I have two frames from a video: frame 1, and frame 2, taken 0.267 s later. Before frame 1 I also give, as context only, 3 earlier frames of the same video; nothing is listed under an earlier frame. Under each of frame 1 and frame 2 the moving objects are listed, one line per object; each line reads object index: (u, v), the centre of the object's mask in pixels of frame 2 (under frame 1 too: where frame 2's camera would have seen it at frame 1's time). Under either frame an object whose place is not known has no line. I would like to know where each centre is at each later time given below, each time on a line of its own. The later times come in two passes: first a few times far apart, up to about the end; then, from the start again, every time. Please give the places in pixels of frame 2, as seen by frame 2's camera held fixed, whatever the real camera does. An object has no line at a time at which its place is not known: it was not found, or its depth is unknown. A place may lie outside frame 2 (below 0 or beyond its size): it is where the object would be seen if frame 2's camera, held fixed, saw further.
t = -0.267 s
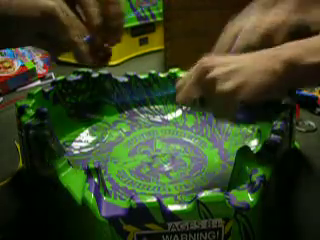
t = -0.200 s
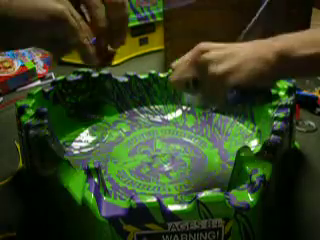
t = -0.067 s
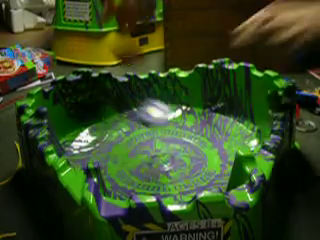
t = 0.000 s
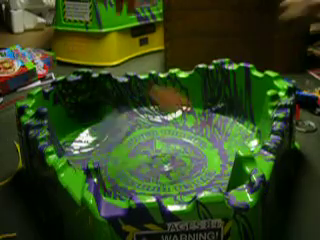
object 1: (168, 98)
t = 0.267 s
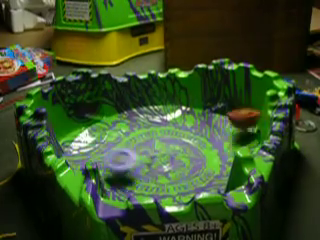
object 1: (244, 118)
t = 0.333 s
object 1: (237, 126)
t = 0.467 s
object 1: (226, 141)
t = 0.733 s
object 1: (226, 163)
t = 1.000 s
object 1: (176, 166)
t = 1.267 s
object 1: (162, 135)
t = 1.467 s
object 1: (146, 121)
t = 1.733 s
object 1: (170, 111)
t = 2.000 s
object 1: (156, 136)
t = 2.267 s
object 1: (110, 142)
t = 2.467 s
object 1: (102, 130)
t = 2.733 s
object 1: (135, 137)
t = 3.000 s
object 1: (130, 163)
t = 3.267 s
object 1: (101, 167)
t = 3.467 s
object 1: (105, 156)
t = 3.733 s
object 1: (152, 142)
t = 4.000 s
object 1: (187, 140)
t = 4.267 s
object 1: (204, 155)
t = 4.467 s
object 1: (176, 163)
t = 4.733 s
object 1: (164, 152)
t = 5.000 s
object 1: (167, 135)
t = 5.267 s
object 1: (191, 133)
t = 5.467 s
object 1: (184, 142)
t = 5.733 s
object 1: (173, 138)
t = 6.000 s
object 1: (216, 158)
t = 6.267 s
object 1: (132, 172)
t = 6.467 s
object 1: (94, 142)
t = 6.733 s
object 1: (133, 108)
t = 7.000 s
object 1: (162, 137)
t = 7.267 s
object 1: (102, 170)
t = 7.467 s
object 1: (119, 143)
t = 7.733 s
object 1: (150, 105)
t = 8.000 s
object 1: (125, 147)
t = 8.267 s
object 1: (77, 159)
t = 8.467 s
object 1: (84, 159)
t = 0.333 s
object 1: (237, 126)
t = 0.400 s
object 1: (232, 132)
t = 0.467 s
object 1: (226, 141)
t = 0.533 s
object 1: (224, 148)
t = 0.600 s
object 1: (231, 149)
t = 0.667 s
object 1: (235, 152)
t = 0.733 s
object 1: (226, 163)
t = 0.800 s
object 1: (220, 172)
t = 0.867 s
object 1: (207, 176)
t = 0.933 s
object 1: (189, 174)
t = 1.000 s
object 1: (176, 166)
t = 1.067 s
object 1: (172, 155)
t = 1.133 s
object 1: (174, 143)
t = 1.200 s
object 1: (170, 137)
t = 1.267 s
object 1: (162, 135)
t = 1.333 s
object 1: (159, 131)
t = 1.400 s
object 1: (153, 126)
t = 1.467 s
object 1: (146, 121)
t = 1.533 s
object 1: (144, 115)
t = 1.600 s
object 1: (148, 110)
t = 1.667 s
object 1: (157, 108)
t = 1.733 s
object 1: (170, 111)
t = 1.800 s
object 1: (175, 116)
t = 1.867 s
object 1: (174, 123)
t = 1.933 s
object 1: (166, 130)
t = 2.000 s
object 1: (156, 136)
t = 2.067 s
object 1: (144, 140)
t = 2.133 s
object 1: (133, 141)
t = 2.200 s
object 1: (120, 141)
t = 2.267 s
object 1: (110, 142)
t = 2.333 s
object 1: (101, 139)
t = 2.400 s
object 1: (98, 134)
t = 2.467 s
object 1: (102, 130)
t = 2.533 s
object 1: (111, 127)
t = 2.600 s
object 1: (122, 127)
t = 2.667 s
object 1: (130, 132)
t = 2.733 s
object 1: (135, 137)
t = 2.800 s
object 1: (139, 145)
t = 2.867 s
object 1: (140, 151)
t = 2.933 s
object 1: (136, 157)
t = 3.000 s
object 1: (130, 163)
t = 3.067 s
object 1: (123, 168)
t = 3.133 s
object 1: (115, 171)
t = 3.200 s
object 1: (110, 170)
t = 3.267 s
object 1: (101, 167)
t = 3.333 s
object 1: (94, 161)
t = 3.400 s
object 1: (97, 158)
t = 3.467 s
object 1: (105, 156)
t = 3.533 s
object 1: (118, 153)
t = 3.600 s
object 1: (132, 153)
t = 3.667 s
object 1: (142, 148)
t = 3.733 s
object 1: (152, 142)
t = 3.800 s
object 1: (159, 140)
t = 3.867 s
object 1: (168, 139)
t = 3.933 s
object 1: (177, 139)
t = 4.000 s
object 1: (187, 140)
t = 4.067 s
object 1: (196, 142)
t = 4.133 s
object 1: (202, 145)
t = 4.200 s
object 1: (205, 150)
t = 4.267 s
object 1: (204, 155)
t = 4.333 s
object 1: (198, 160)
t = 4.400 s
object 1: (187, 163)
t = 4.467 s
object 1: (176, 163)
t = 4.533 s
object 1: (169, 161)
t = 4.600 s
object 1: (163, 158)
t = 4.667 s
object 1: (160, 154)
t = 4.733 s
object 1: (164, 152)
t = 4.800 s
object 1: (166, 148)
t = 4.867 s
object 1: (166, 144)
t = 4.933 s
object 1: (165, 139)
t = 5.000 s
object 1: (167, 135)
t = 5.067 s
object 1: (173, 133)
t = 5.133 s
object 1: (180, 131)
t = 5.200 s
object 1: (187, 131)
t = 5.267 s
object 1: (191, 133)
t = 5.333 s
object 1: (191, 135)
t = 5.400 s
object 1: (190, 139)
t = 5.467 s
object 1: (184, 142)
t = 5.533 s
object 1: (177, 145)
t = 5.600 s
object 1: (170, 145)
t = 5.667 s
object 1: (164, 141)
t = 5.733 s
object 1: (173, 138)
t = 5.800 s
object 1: (185, 139)
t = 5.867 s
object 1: (199, 143)
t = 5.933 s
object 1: (210, 151)
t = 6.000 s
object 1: (216, 158)
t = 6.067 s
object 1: (211, 168)
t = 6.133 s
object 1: (190, 177)
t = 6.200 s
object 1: (159, 181)
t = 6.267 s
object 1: (132, 172)
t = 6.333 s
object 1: (114, 162)
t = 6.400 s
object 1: (101, 152)
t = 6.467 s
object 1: (94, 142)
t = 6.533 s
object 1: (100, 131)
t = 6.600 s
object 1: (117, 119)
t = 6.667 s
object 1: (129, 112)
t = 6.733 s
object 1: (133, 108)
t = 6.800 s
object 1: (142, 108)
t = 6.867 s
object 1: (154, 114)
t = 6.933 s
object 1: (162, 123)
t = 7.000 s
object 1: (162, 137)
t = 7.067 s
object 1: (155, 149)
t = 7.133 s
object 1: (142, 162)
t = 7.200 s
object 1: (117, 171)
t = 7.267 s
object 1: (102, 170)
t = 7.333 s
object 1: (84, 160)
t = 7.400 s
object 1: (98, 153)
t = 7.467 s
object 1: (119, 143)
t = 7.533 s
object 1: (145, 132)
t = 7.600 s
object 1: (173, 123)
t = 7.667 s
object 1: (163, 110)
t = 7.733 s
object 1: (150, 105)
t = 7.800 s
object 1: (146, 115)
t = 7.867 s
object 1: (144, 126)
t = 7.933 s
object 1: (137, 137)
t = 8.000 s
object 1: (125, 147)
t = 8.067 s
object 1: (111, 156)
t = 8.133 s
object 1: (98, 160)
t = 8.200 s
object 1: (84, 160)
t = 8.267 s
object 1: (77, 159)
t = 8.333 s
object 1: (76, 159)
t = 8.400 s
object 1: (78, 159)
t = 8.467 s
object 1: (84, 159)
